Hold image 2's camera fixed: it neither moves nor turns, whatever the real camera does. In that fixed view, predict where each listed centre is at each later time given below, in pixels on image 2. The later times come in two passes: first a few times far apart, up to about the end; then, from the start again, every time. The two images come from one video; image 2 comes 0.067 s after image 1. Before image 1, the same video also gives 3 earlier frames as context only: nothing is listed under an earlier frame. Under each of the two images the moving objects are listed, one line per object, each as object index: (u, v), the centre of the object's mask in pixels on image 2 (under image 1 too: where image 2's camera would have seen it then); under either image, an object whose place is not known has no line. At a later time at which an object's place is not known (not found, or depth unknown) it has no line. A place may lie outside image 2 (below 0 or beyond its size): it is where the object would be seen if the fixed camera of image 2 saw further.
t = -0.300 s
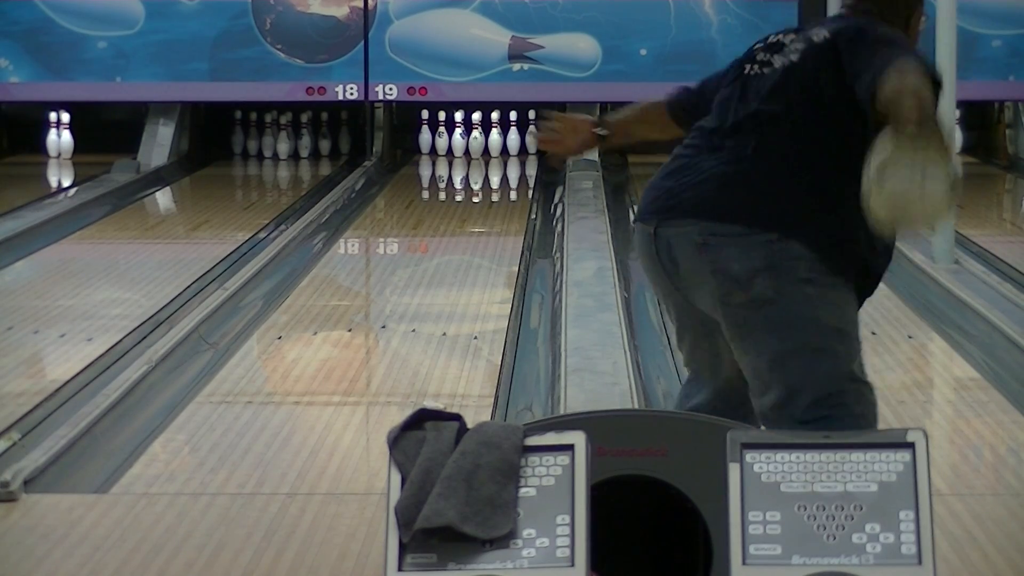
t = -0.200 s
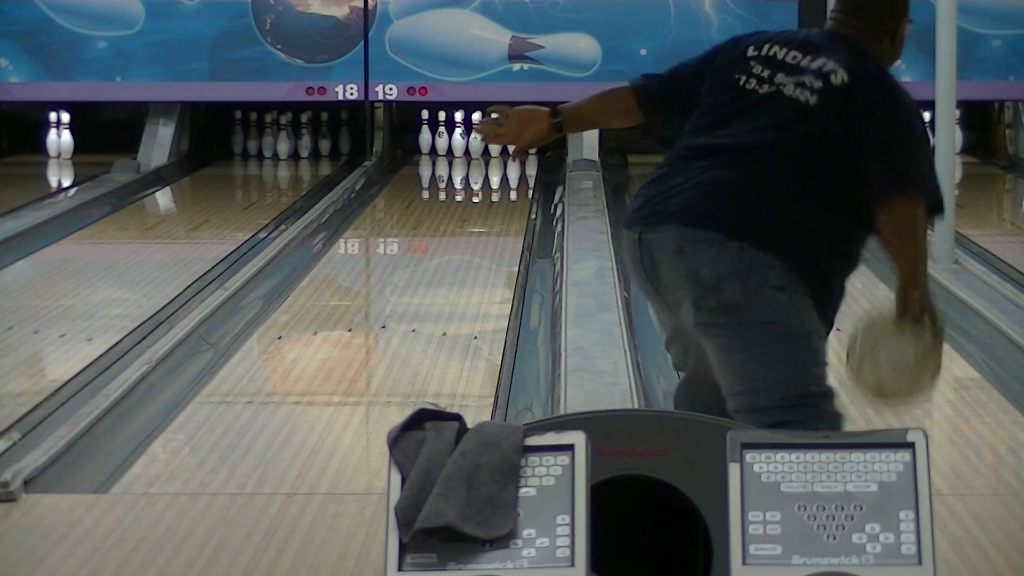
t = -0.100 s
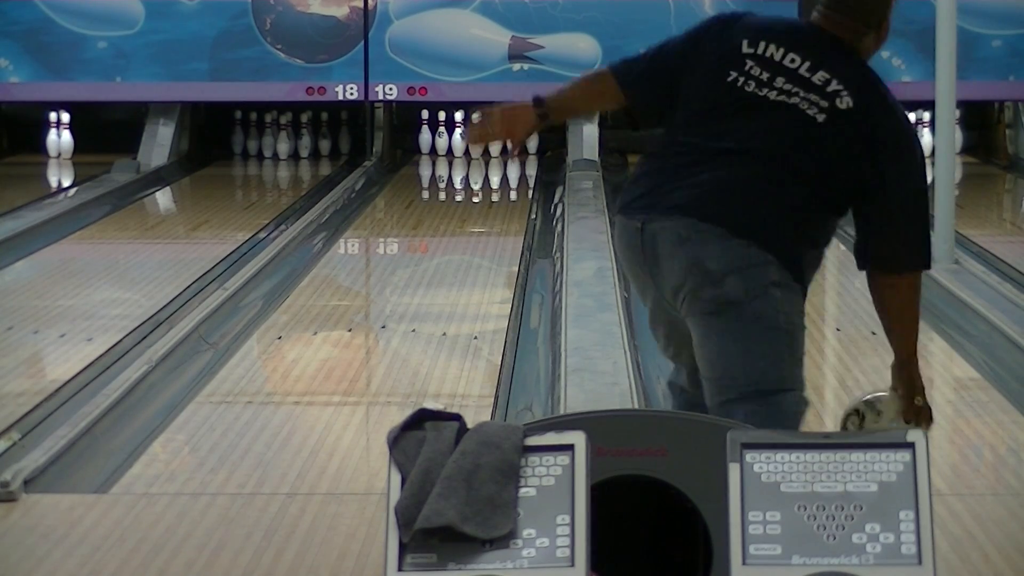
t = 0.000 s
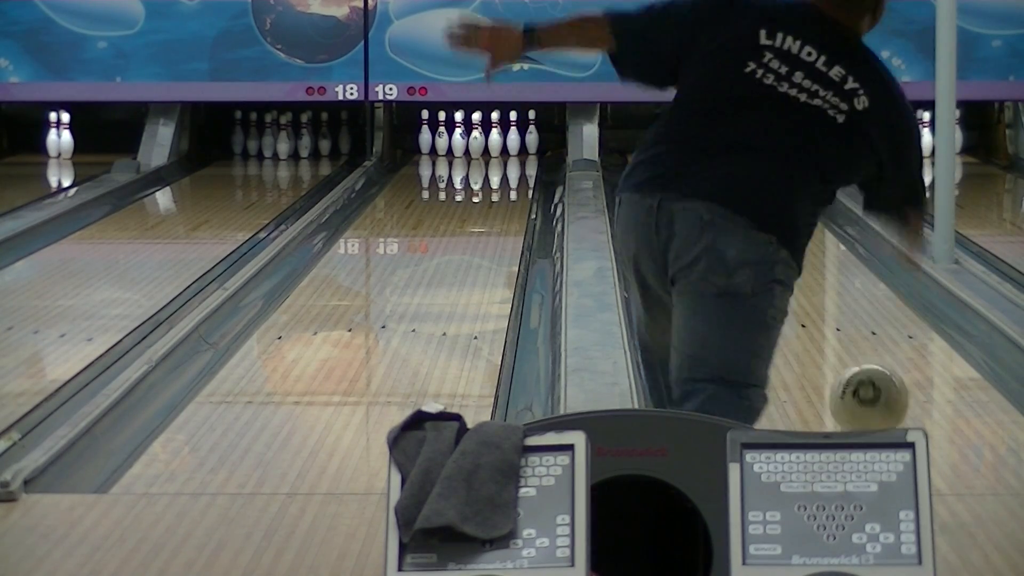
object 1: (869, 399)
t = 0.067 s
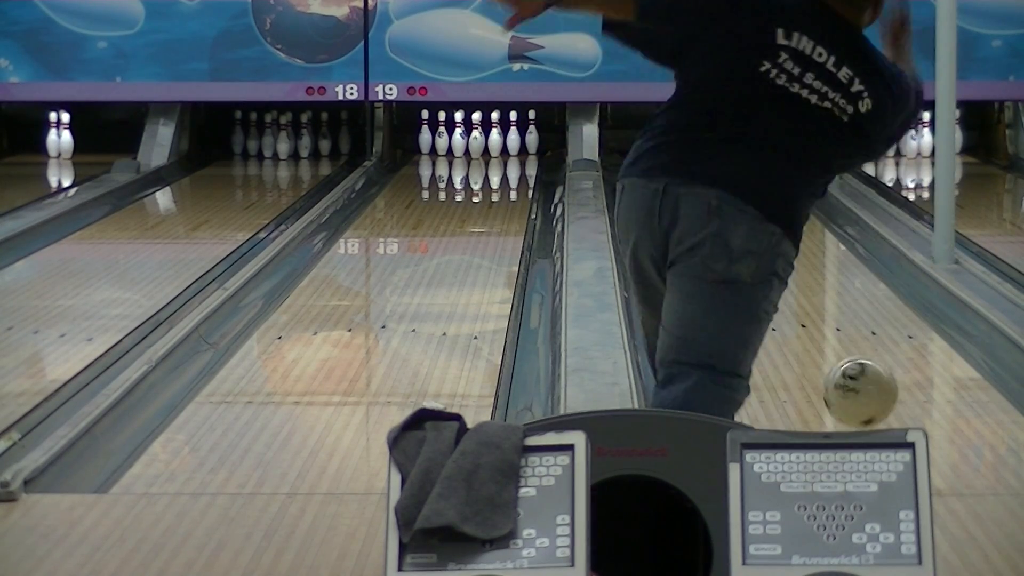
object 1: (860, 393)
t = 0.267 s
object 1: (839, 377)
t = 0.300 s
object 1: (836, 372)
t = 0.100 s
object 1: (857, 394)
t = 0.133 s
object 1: (853, 398)
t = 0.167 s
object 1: (850, 403)
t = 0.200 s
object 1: (846, 397)
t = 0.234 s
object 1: (842, 386)
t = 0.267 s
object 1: (839, 377)
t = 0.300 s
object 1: (836, 372)
